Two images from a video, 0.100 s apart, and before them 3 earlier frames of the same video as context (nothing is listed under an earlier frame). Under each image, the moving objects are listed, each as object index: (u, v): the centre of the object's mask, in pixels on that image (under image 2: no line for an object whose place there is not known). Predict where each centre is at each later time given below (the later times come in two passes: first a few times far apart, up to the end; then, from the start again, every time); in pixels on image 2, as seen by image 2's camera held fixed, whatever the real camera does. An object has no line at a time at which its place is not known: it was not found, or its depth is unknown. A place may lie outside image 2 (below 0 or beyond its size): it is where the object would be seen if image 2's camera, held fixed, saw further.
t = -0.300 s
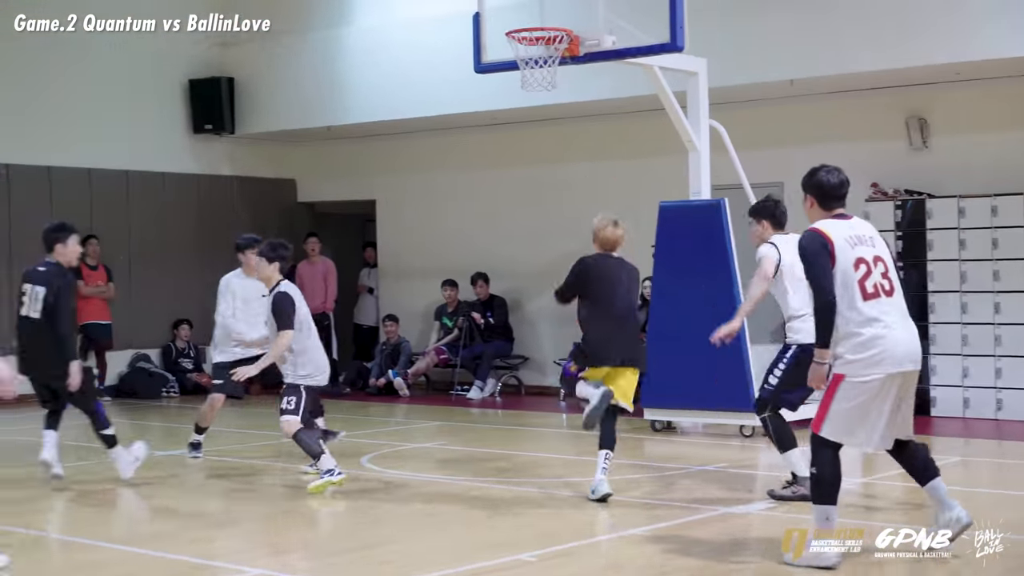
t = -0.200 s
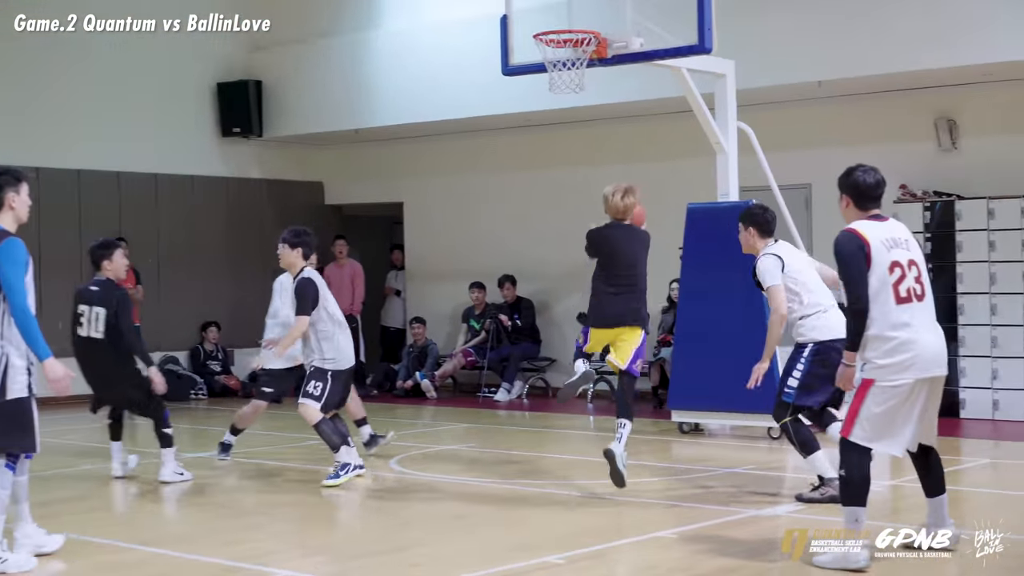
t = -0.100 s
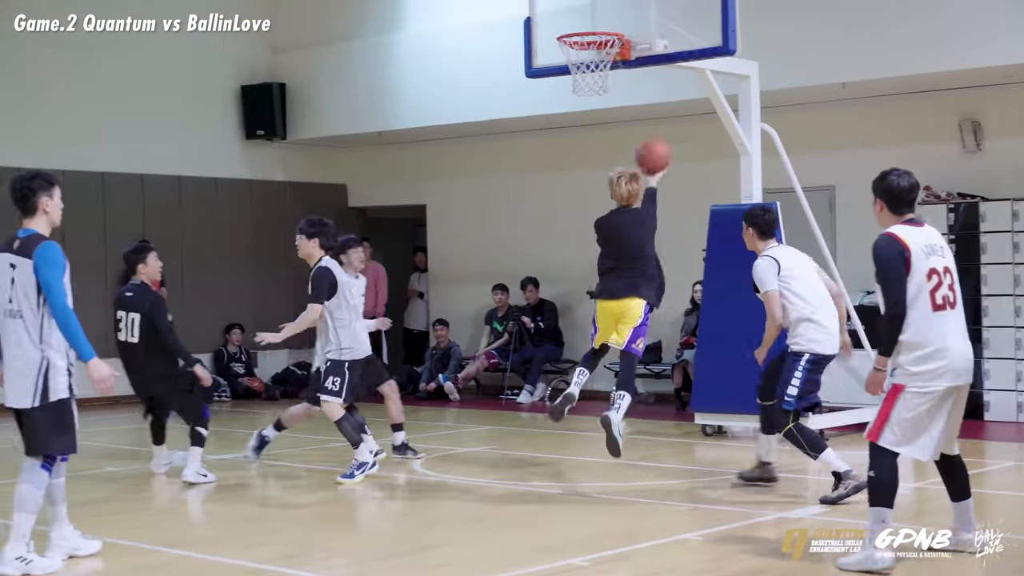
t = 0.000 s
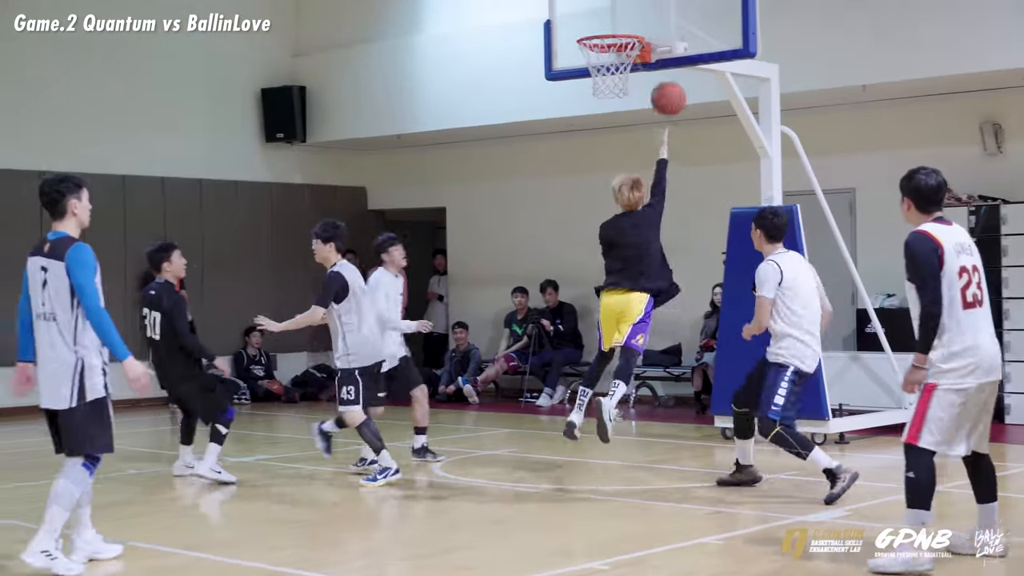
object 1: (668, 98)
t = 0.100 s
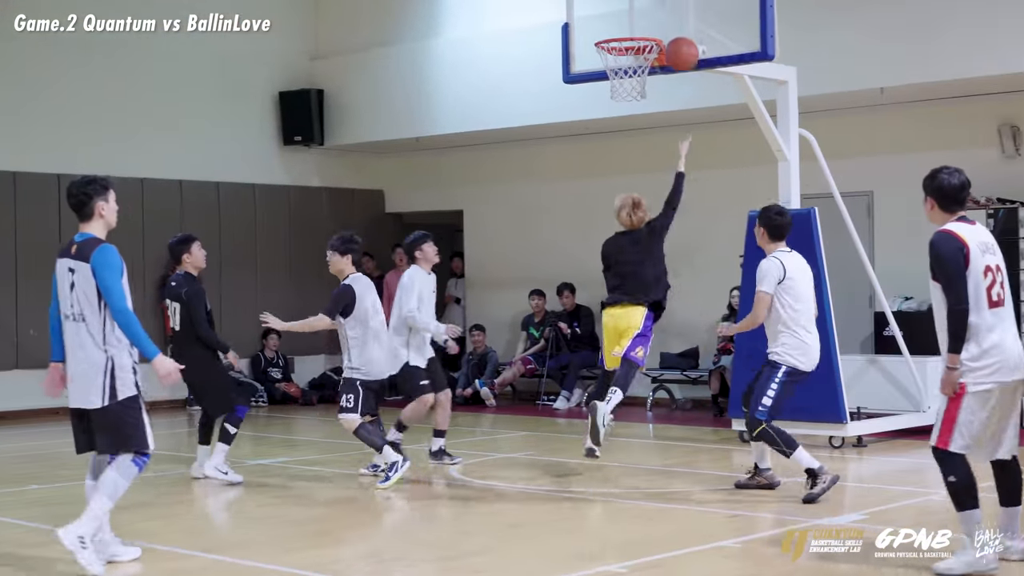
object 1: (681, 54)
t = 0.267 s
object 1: (675, 9)
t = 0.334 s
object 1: (673, 4)
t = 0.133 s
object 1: (680, 42)
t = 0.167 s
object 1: (679, 30)
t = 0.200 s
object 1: (677, 21)
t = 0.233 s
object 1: (676, 13)
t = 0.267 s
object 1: (675, 9)
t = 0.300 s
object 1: (674, 6)
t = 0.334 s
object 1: (673, 4)
